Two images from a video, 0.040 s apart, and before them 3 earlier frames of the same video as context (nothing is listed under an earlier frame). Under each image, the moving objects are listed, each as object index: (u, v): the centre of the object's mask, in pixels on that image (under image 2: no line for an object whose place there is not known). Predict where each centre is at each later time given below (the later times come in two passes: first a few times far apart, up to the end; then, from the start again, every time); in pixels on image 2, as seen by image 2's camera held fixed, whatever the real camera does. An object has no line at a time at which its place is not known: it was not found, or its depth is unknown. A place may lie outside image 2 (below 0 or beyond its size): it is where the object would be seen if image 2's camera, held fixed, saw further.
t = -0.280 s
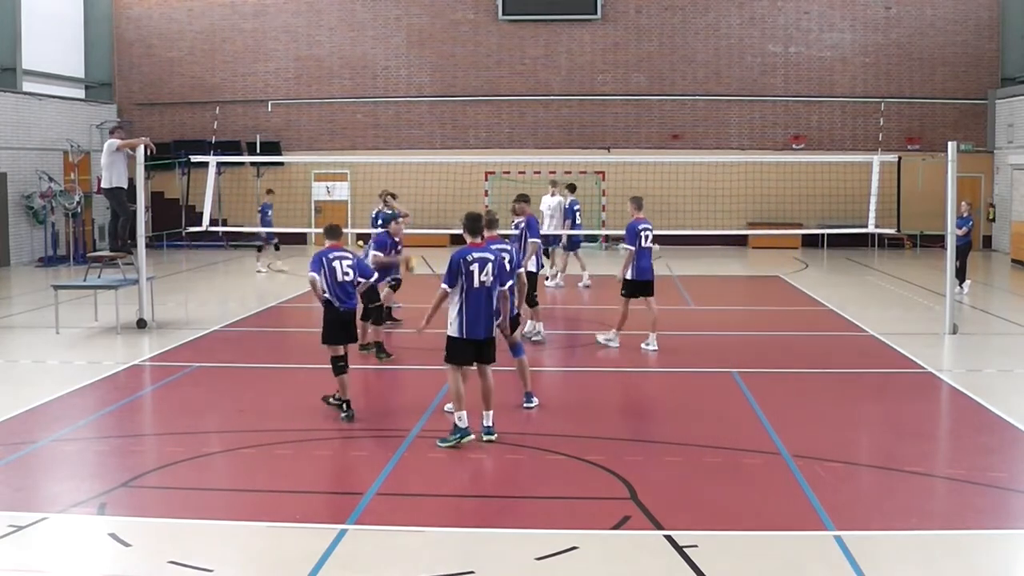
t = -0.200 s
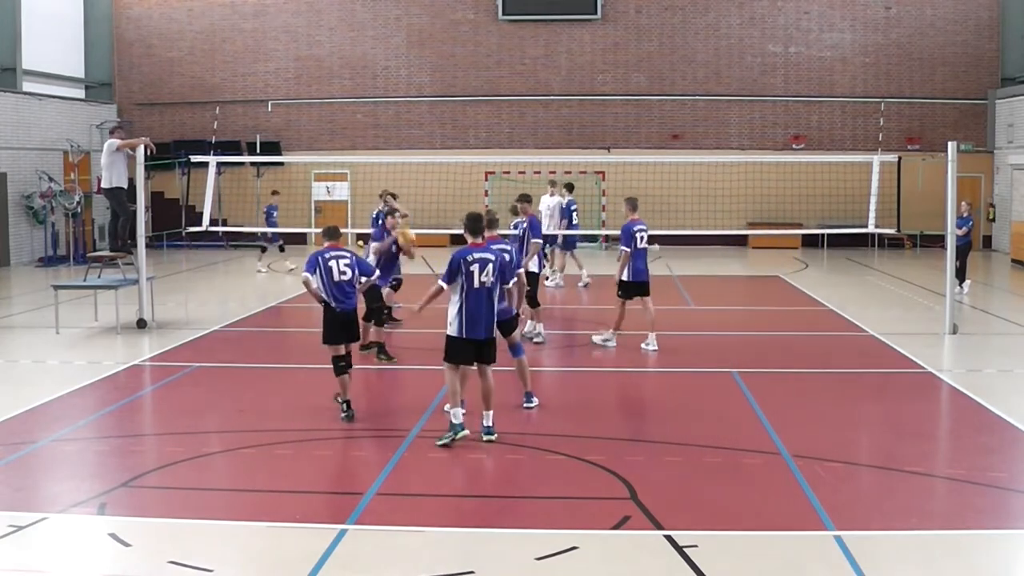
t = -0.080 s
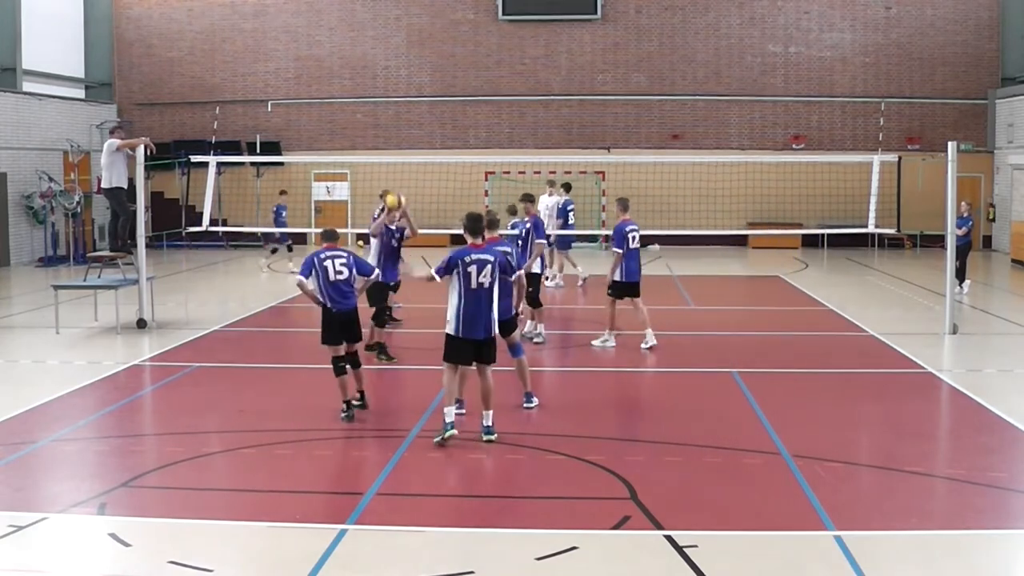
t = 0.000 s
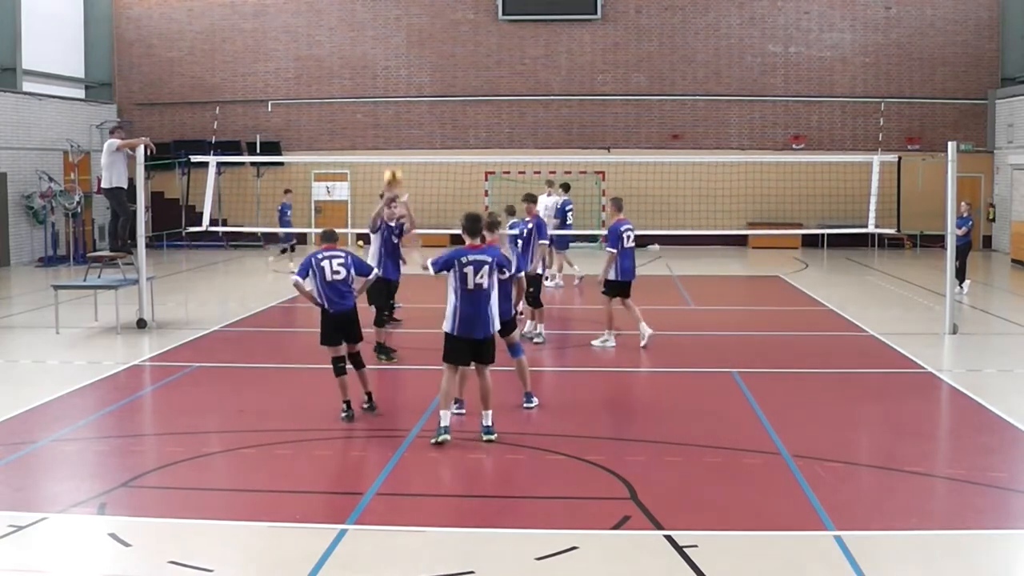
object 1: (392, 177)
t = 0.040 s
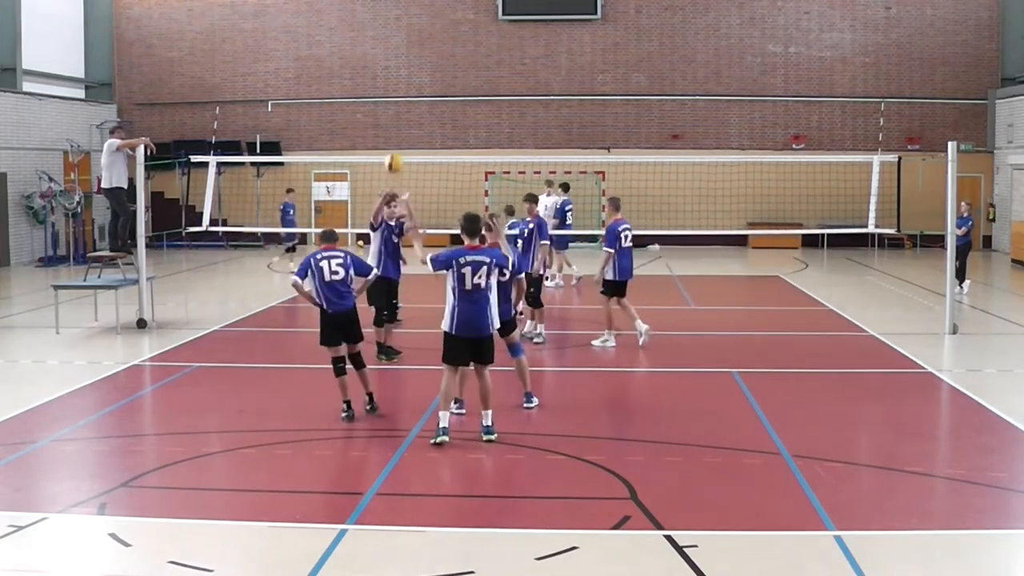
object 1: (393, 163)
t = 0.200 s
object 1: (398, 117)
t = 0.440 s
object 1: (406, 89)
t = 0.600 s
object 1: (414, 102)
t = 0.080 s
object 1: (395, 149)
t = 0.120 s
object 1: (396, 138)
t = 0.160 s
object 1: (397, 127)
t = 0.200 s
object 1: (398, 117)
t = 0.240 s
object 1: (399, 110)
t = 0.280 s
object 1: (400, 102)
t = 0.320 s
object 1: (402, 96)
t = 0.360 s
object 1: (403, 92)
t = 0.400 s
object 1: (404, 89)
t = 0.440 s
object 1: (406, 89)
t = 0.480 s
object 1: (407, 89)
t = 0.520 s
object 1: (409, 91)
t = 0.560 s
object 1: (412, 95)
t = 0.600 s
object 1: (414, 102)
